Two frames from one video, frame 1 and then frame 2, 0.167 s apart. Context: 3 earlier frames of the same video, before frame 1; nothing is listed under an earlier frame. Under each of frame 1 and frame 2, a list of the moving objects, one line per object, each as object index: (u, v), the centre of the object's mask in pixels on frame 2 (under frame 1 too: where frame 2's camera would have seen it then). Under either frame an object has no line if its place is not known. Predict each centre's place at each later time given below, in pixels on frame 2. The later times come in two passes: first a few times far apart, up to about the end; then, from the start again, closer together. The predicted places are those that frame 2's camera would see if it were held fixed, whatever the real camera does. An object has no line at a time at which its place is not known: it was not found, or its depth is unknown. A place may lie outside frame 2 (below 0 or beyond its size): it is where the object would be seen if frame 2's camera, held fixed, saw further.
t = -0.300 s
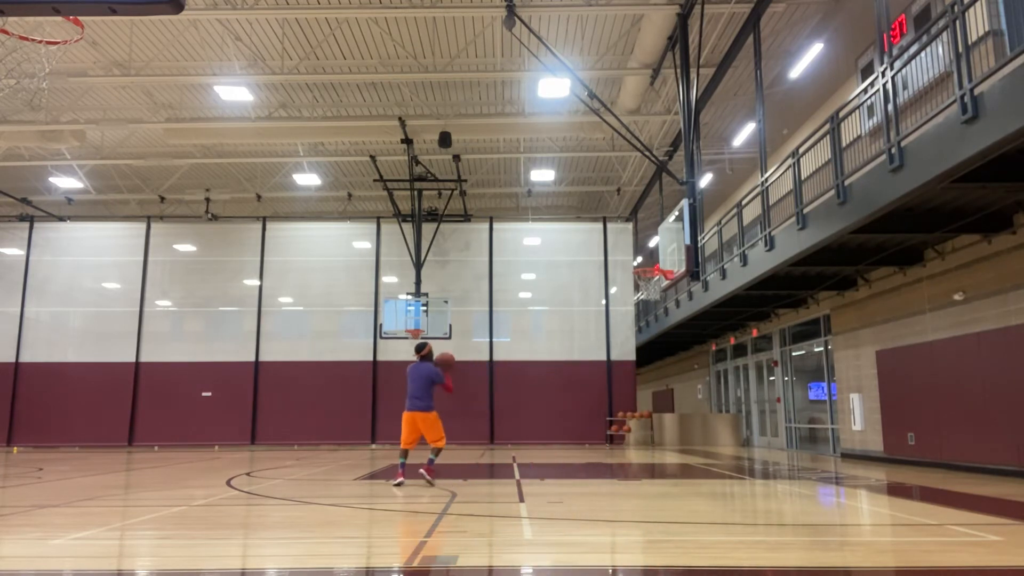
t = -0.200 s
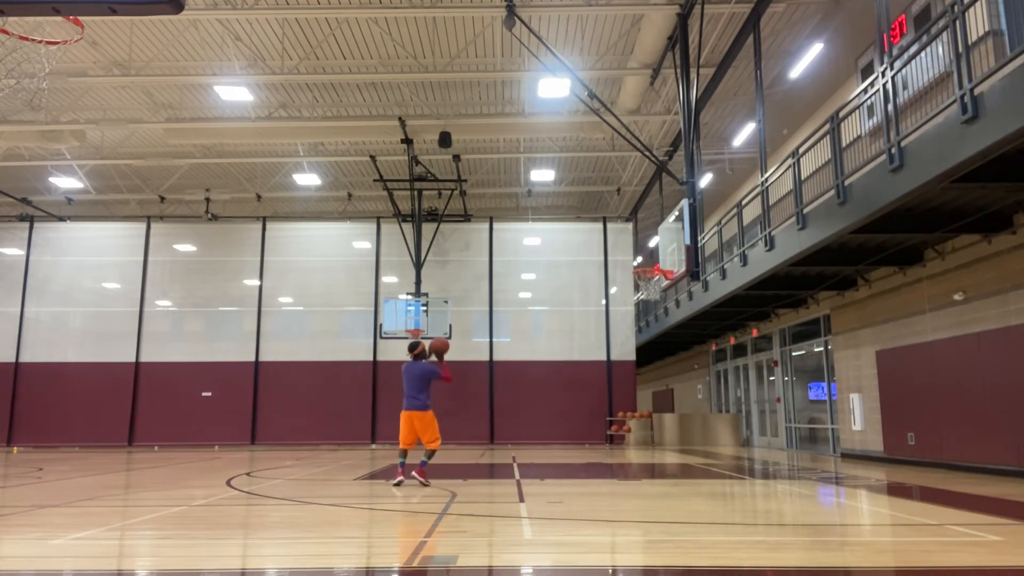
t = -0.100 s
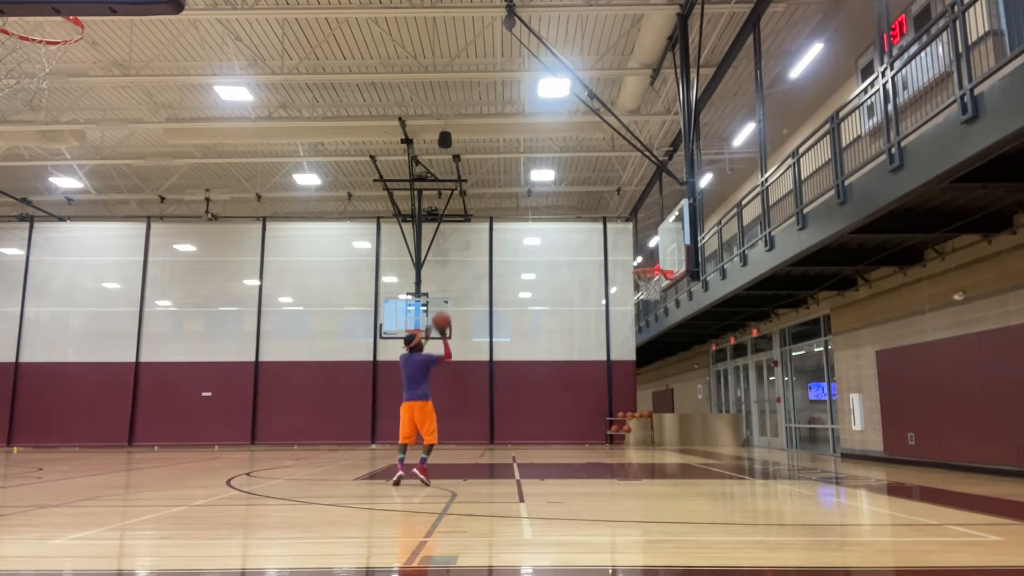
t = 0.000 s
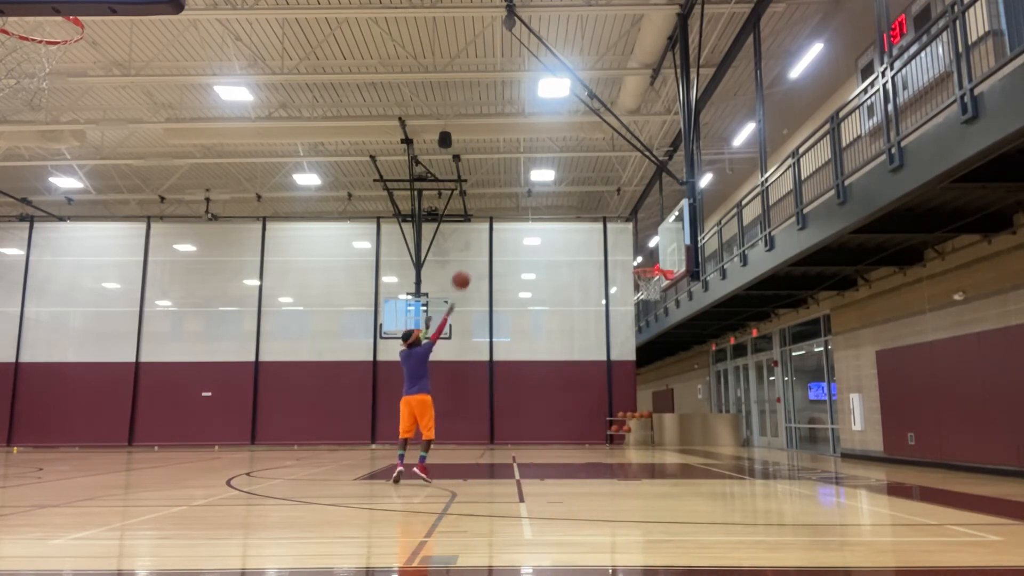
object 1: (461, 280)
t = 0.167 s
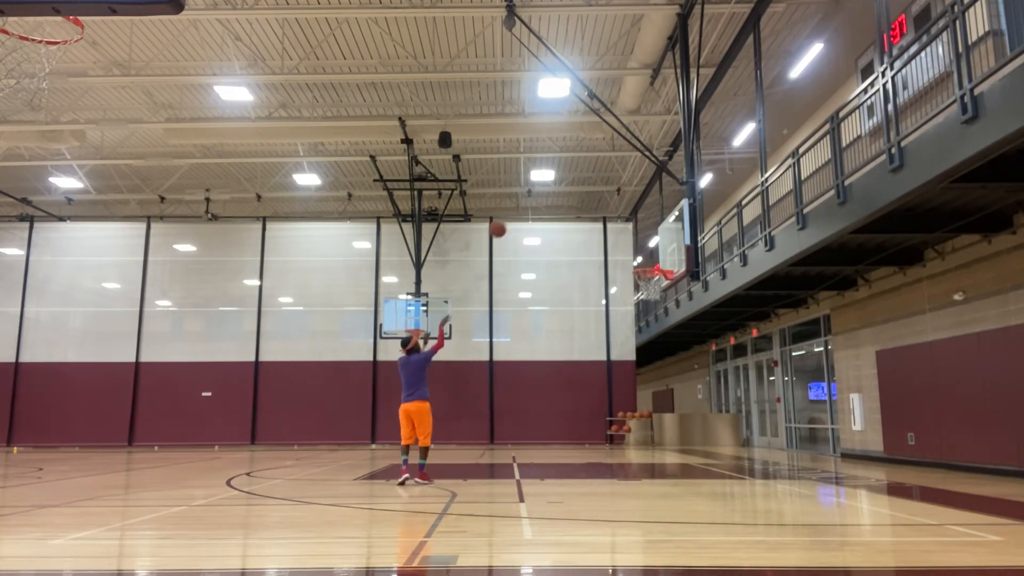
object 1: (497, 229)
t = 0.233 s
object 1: (511, 215)
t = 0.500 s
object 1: (559, 194)
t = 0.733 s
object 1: (598, 212)
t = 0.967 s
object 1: (633, 262)
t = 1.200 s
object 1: (645, 252)
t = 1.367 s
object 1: (658, 262)
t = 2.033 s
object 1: (654, 377)
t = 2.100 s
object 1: (653, 401)
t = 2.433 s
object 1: (646, 400)
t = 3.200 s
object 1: (629, 396)
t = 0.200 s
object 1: (504, 221)
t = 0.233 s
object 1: (511, 215)
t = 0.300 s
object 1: (524, 204)
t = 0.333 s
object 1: (529, 201)
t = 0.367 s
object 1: (536, 198)
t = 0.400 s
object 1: (542, 196)
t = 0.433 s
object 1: (548, 194)
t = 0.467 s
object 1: (554, 194)
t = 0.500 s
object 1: (559, 194)
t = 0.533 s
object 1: (565, 194)
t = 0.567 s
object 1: (571, 195)
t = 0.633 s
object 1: (581, 200)
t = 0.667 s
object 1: (587, 203)
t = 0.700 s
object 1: (592, 207)
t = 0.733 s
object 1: (598, 212)
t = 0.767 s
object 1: (603, 217)
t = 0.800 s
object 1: (608, 223)
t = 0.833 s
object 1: (613, 229)
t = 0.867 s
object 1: (618, 237)
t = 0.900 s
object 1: (623, 244)
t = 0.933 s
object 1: (628, 252)
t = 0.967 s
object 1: (633, 262)
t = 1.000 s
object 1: (635, 262)
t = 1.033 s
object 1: (637, 258)
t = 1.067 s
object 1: (640, 256)
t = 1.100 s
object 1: (641, 254)
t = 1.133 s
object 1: (643, 252)
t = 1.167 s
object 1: (644, 252)
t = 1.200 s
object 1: (645, 252)
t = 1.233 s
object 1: (648, 252)
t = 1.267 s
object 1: (650, 253)
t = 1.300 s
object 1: (654, 255)
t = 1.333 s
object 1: (656, 258)
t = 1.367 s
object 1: (658, 262)
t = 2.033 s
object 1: (654, 377)
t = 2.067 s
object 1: (653, 389)
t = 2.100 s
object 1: (653, 401)
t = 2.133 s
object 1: (653, 416)
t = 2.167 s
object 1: (654, 433)
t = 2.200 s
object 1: (654, 446)
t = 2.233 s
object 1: (653, 460)
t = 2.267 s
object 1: (652, 449)
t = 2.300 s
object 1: (650, 437)
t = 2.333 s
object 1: (649, 427)
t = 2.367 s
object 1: (648, 418)
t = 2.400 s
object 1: (647, 409)
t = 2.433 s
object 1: (646, 400)
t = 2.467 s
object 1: (645, 393)
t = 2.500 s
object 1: (644, 386)
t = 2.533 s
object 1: (643, 380)
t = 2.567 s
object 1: (642, 374)
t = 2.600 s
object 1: (641, 370)
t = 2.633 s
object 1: (640, 366)
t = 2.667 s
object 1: (639, 363)
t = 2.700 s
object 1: (639, 361)
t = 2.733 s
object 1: (638, 359)
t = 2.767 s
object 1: (638, 358)
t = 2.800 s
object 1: (637, 357)
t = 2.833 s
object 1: (636, 357)
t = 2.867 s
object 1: (635, 358)
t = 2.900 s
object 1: (635, 359)
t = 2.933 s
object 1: (634, 360)
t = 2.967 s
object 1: (634, 362)
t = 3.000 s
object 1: (633, 365)
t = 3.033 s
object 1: (632, 368)
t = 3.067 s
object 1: (631, 373)
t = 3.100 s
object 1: (630, 378)
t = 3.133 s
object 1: (630, 383)
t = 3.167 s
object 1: (629, 389)
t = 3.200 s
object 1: (629, 396)
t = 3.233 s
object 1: (628, 404)
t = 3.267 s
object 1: (629, 412)
